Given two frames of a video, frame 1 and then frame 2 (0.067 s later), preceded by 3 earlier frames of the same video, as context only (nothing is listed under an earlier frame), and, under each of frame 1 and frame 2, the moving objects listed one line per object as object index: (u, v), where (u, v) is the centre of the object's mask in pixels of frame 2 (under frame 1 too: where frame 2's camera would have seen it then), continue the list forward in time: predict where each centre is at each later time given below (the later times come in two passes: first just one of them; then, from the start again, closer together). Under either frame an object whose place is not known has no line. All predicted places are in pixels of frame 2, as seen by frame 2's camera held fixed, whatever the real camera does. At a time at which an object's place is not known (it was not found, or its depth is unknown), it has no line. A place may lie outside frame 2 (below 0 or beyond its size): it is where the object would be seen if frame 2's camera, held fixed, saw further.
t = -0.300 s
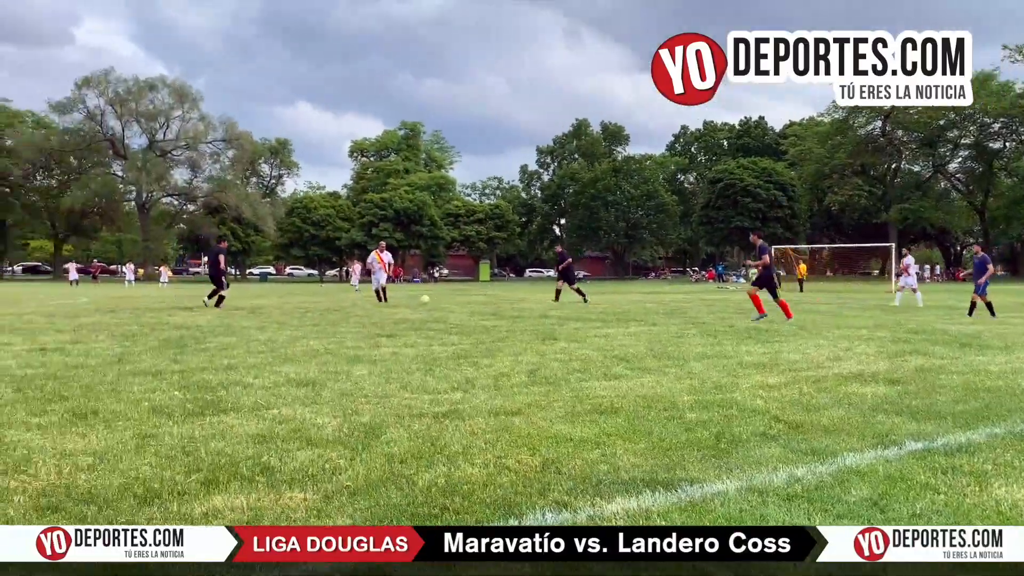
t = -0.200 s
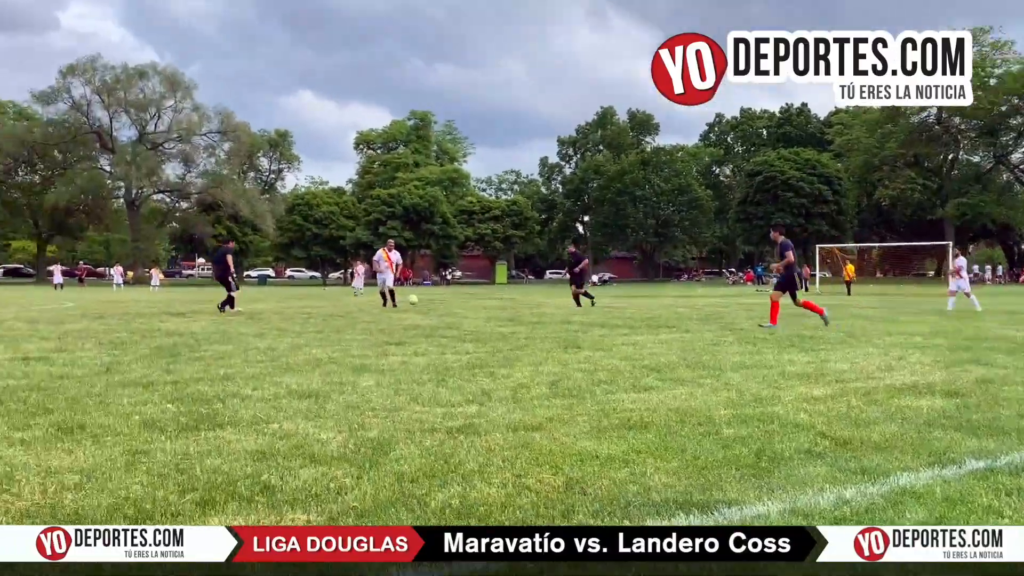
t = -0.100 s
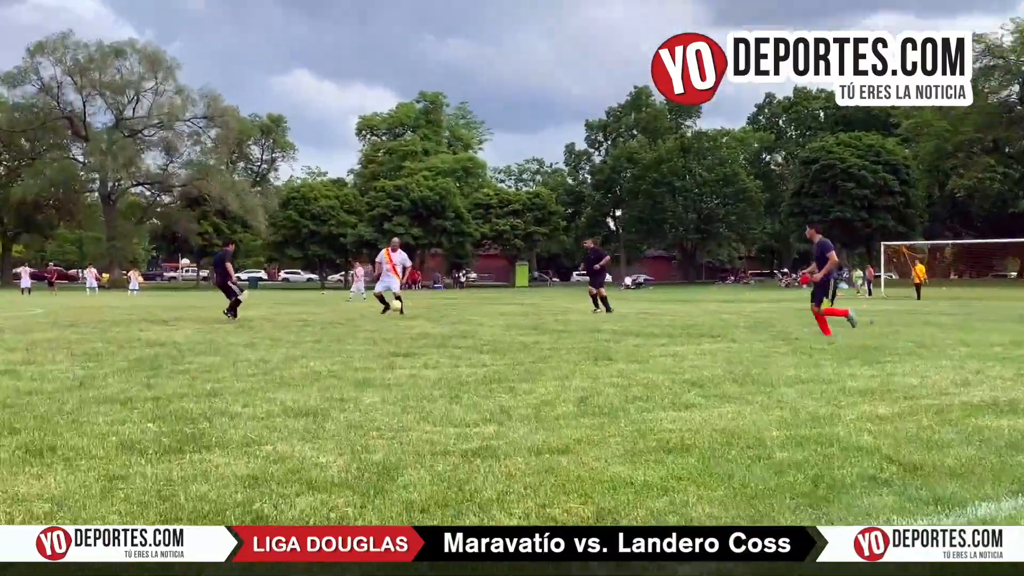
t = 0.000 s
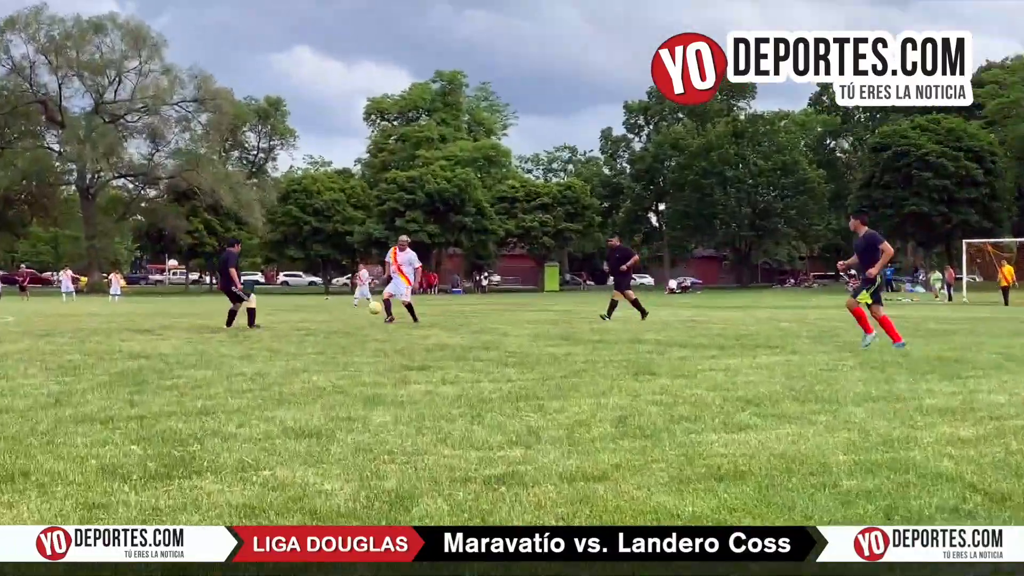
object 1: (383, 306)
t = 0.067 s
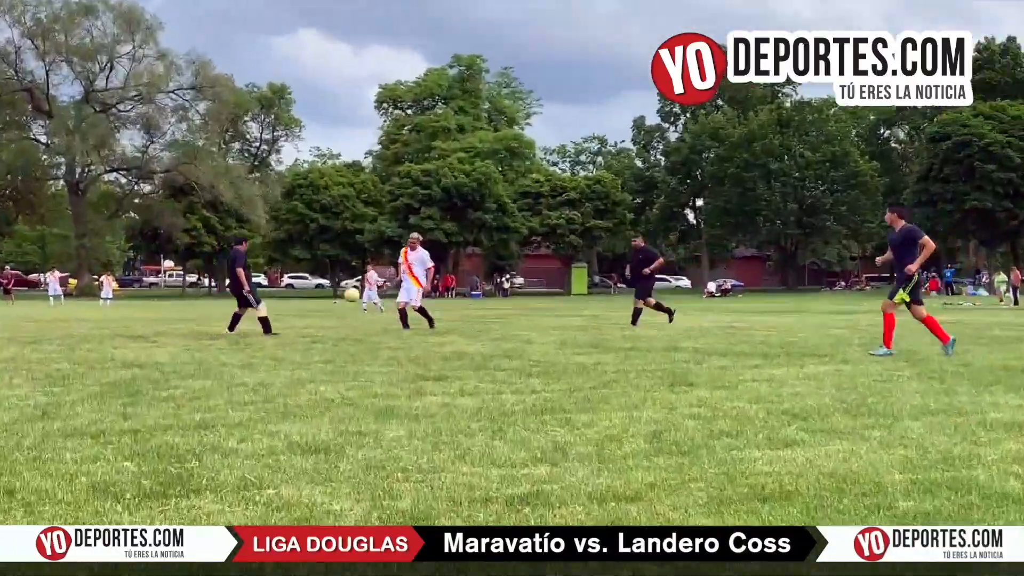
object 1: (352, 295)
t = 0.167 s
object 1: (302, 278)
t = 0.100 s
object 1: (335, 289)
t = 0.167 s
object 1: (302, 278)
